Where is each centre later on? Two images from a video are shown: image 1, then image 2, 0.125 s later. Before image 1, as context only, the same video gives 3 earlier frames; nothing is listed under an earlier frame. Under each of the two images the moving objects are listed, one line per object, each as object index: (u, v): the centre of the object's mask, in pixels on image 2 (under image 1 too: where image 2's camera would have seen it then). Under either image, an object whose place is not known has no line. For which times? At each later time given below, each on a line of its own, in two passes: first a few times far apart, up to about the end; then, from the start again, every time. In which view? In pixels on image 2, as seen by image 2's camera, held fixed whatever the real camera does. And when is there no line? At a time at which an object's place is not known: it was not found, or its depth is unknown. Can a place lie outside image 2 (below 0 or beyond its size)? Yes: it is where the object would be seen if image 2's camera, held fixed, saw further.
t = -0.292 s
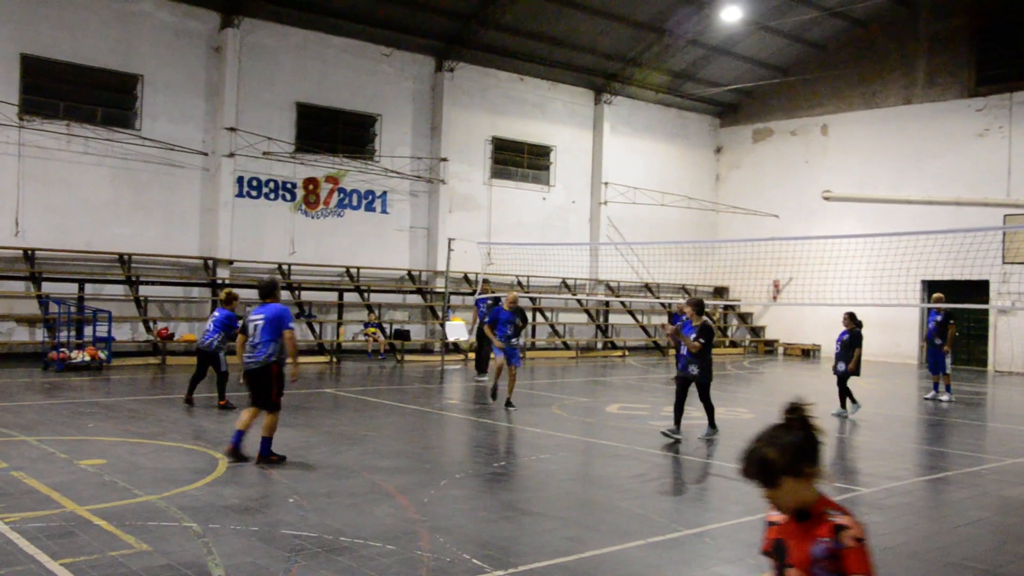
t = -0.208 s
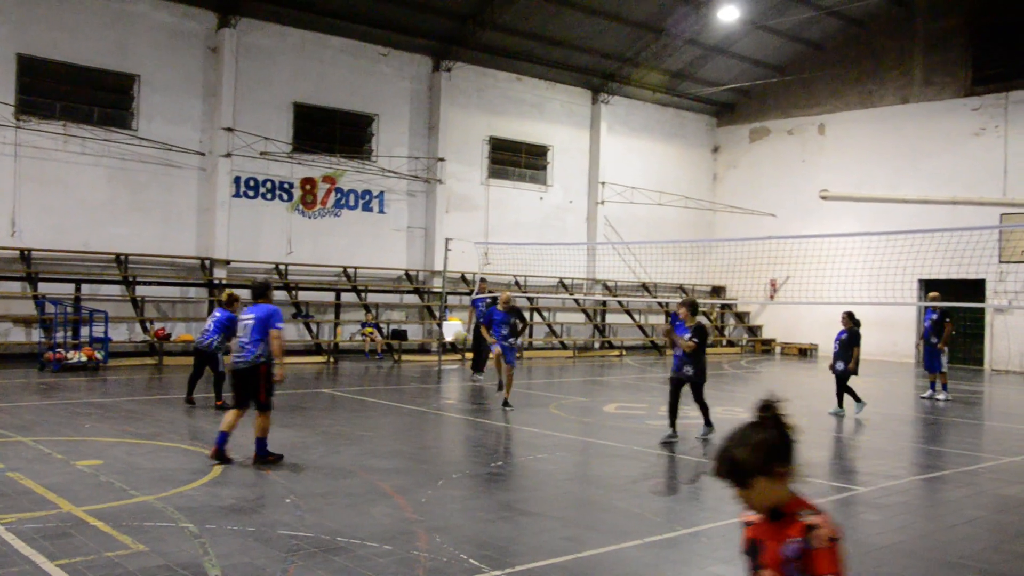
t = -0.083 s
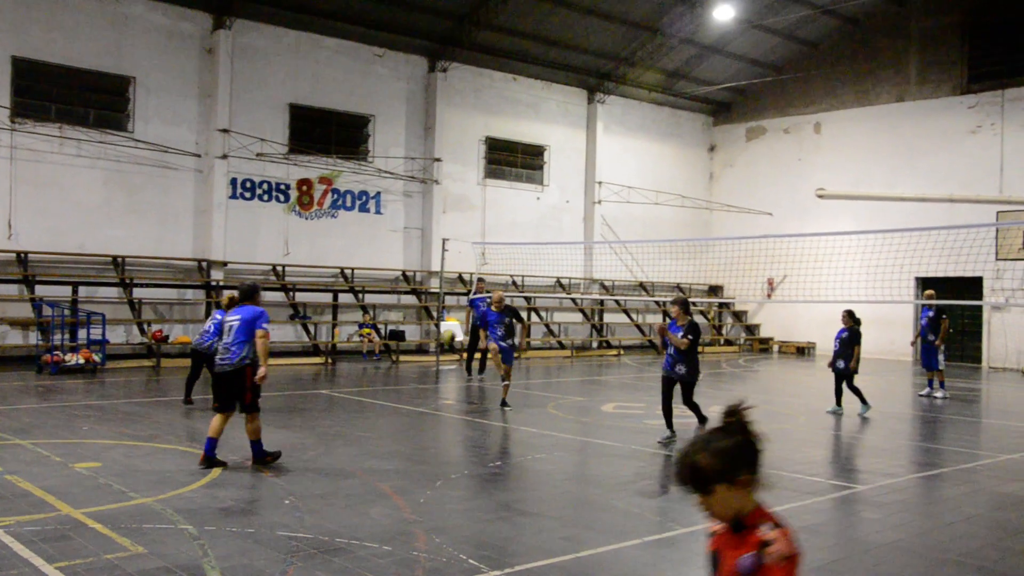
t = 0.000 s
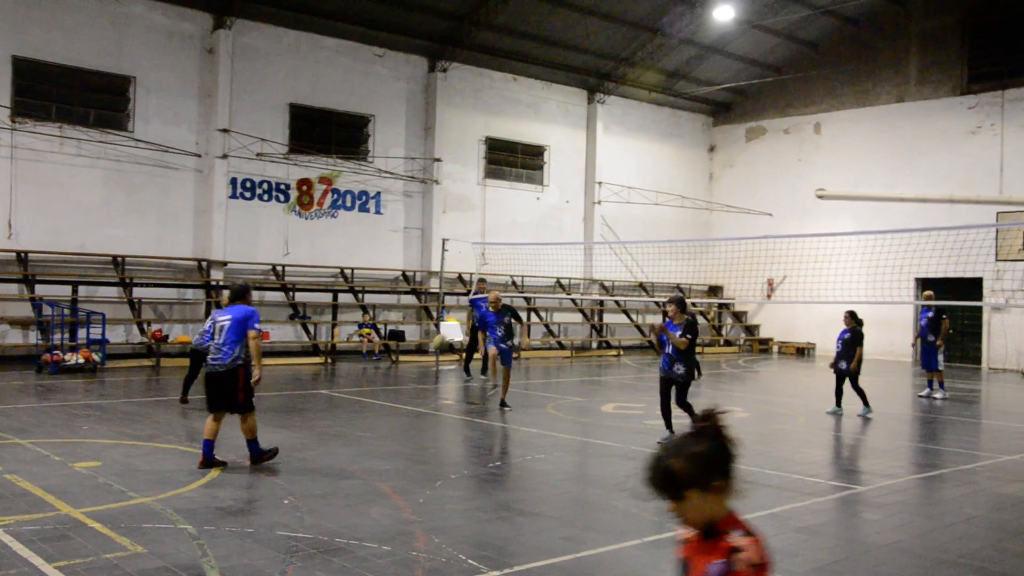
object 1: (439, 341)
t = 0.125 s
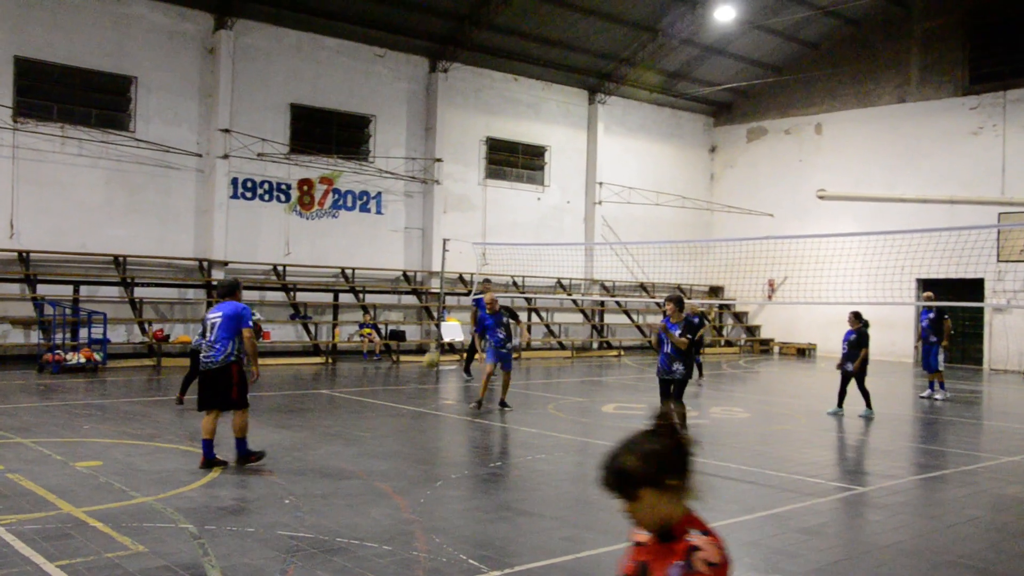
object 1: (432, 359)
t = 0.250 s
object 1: (420, 389)
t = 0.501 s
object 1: (396, 374)
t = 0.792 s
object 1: (363, 376)
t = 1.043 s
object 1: (328, 422)
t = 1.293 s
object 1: (293, 396)
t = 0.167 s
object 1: (427, 368)
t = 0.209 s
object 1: (424, 377)
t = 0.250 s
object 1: (420, 389)
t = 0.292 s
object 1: (416, 403)
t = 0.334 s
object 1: (411, 402)
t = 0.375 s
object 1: (408, 393)
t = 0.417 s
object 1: (404, 386)
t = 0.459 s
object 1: (400, 379)
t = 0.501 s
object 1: (396, 374)
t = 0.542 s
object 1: (391, 370)
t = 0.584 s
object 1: (388, 368)
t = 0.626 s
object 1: (383, 366)
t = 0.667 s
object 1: (378, 367)
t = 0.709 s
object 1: (373, 368)
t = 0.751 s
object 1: (369, 371)
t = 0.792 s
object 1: (363, 376)
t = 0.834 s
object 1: (358, 381)
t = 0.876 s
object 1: (353, 389)
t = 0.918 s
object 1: (346, 399)
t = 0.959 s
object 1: (340, 410)
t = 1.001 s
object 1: (334, 425)
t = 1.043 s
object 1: (328, 422)
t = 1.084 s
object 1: (323, 414)
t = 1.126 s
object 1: (318, 406)
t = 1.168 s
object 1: (312, 402)
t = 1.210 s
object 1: (305, 398)
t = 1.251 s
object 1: (300, 396)
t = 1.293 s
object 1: (293, 396)
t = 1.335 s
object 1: (286, 398)
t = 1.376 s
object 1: (280, 401)
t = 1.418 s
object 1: (272, 405)
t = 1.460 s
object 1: (265, 412)
